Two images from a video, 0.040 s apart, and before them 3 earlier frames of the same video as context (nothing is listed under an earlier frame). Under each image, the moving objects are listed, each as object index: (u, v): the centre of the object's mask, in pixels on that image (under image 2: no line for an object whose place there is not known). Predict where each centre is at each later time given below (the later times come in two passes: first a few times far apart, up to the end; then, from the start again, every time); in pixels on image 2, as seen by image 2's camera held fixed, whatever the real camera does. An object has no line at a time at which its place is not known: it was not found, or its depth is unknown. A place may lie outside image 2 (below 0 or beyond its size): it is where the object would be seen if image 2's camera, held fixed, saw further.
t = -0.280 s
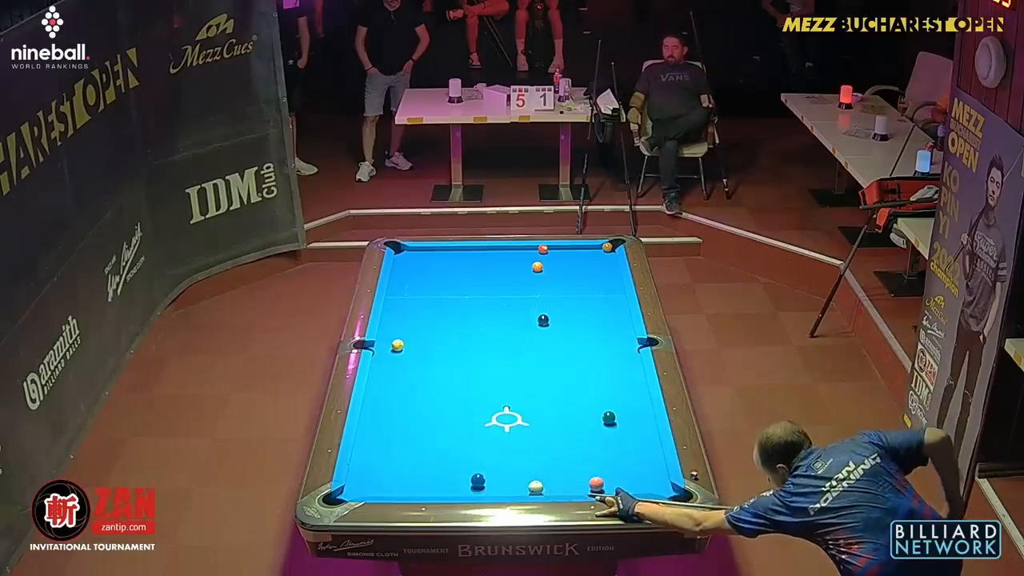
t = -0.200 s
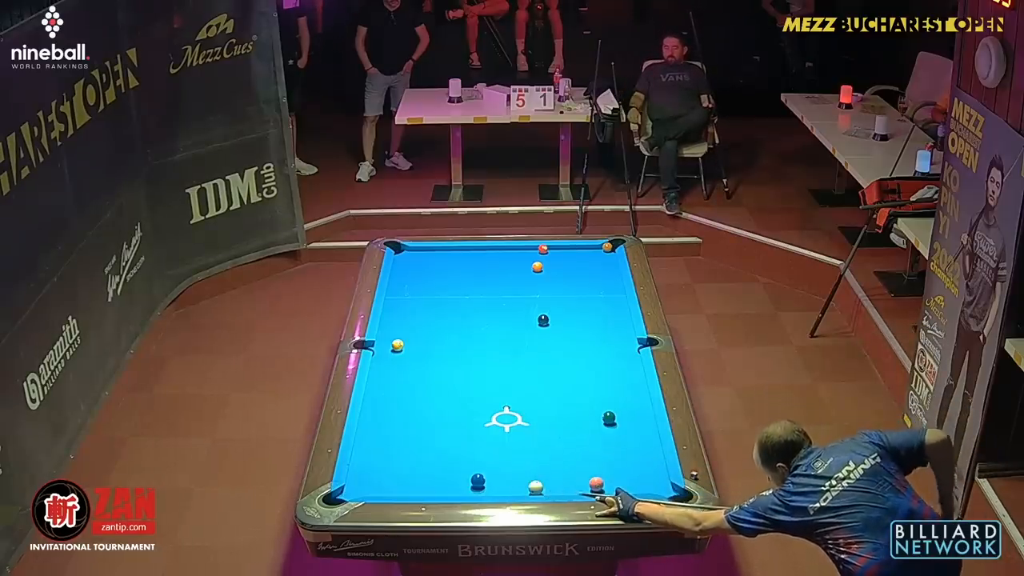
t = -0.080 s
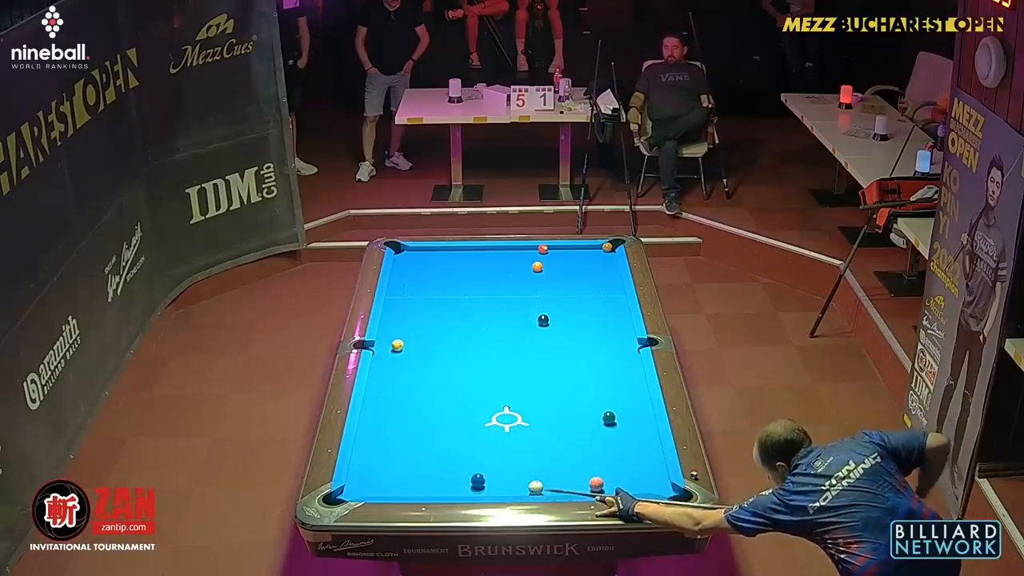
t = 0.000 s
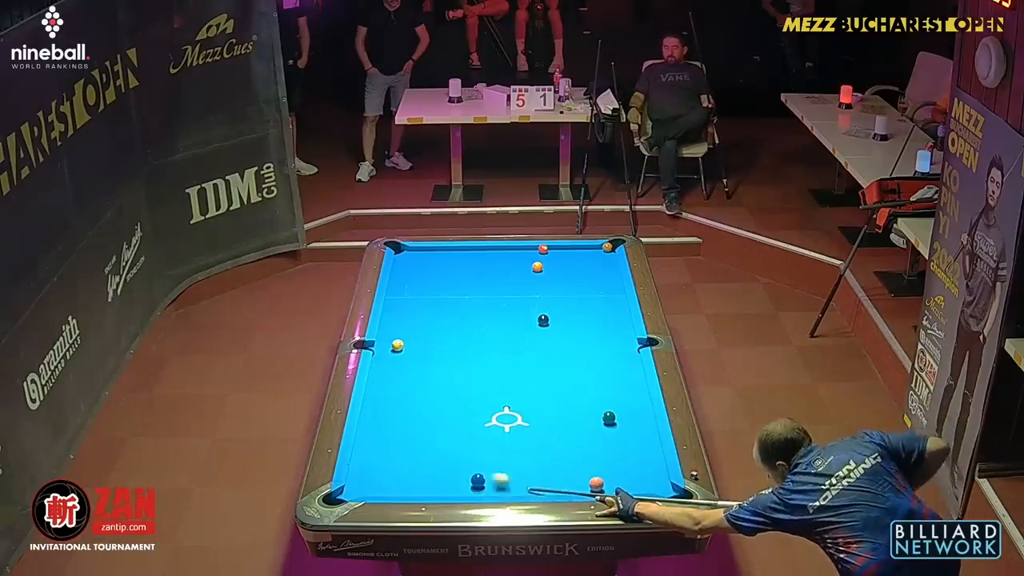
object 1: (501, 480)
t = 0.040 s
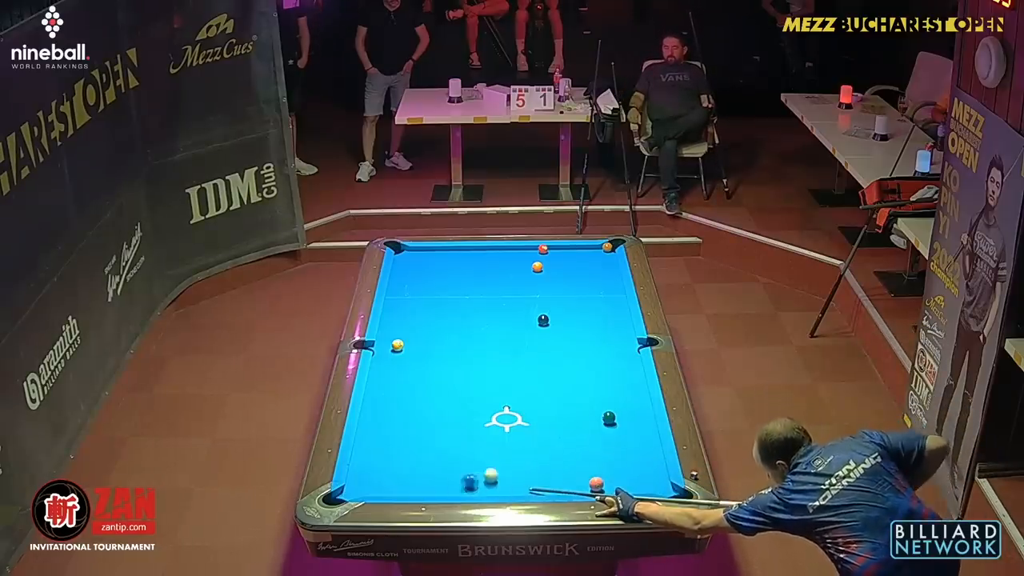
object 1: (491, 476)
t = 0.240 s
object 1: (485, 455)
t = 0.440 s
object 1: (481, 439)
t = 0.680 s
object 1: (477, 419)
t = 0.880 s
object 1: (474, 405)
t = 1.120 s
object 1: (470, 389)
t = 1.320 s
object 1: (467, 377)
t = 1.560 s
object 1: (464, 363)
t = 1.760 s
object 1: (462, 353)
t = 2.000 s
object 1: (460, 341)
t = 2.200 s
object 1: (458, 331)
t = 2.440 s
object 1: (456, 321)
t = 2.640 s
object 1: (454, 313)
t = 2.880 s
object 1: (453, 304)
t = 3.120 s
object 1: (451, 296)
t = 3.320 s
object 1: (449, 290)
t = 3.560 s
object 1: (448, 282)
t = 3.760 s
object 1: (446, 277)
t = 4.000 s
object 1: (445, 271)
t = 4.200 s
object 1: (444, 266)
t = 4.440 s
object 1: (443, 261)
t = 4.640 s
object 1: (442, 257)
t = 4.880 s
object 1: (441, 252)
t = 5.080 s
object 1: (440, 249)
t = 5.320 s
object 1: (440, 251)
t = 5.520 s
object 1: (440, 253)
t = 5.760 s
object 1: (439, 255)
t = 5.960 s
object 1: (439, 256)
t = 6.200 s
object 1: (438, 257)
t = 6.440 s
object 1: (438, 258)
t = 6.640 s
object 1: (438, 259)
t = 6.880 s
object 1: (438, 259)
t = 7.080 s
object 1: (437, 259)
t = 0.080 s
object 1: (489, 471)
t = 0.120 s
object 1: (487, 467)
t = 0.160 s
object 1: (486, 462)
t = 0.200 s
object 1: (485, 459)
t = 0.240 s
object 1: (485, 455)
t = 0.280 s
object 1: (484, 452)
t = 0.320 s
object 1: (483, 448)
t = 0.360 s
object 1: (482, 445)
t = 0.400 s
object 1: (482, 442)
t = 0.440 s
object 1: (481, 439)
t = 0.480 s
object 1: (480, 435)
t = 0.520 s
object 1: (479, 432)
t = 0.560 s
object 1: (479, 429)
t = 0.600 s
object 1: (478, 426)
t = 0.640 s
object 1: (478, 423)
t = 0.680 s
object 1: (477, 419)
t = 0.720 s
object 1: (476, 417)
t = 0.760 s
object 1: (476, 414)
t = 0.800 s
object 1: (475, 411)
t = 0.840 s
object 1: (474, 408)
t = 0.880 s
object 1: (474, 405)
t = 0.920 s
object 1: (473, 403)
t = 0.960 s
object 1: (473, 400)
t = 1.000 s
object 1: (472, 397)
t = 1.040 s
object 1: (471, 395)
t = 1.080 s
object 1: (471, 392)
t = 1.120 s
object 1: (470, 389)
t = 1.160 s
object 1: (469, 387)
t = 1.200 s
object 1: (469, 385)
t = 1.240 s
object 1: (468, 382)
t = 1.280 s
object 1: (468, 380)
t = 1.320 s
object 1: (467, 377)
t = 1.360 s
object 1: (467, 375)
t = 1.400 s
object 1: (466, 372)
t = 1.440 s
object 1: (466, 370)
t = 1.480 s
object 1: (465, 368)
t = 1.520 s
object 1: (465, 366)
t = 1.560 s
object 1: (464, 363)
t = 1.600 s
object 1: (464, 361)
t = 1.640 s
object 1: (463, 359)
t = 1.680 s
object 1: (463, 357)
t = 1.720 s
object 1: (463, 355)
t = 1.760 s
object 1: (462, 353)
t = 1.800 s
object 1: (462, 351)
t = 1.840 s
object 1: (461, 349)
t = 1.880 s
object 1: (461, 347)
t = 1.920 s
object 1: (461, 344)
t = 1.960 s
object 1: (460, 343)
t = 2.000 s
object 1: (460, 341)
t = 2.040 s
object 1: (459, 339)
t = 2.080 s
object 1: (459, 337)
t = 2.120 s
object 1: (459, 335)
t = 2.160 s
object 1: (458, 333)
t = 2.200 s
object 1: (458, 331)
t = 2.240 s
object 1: (458, 330)
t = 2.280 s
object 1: (457, 328)
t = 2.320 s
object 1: (457, 326)
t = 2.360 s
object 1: (457, 325)
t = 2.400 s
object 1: (456, 323)
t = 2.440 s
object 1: (456, 321)
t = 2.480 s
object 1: (455, 319)
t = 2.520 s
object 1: (454, 315)
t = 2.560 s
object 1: (455, 312)
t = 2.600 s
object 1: (455, 313)
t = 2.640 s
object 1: (454, 313)
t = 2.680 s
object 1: (454, 311)
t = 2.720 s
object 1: (453, 310)
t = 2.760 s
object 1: (453, 308)
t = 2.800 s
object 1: (453, 307)
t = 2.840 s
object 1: (453, 306)
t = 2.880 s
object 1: (453, 304)
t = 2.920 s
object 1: (452, 303)
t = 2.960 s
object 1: (452, 301)
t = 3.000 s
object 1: (451, 300)
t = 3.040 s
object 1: (451, 299)
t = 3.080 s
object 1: (451, 297)
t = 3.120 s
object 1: (451, 296)
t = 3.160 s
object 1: (450, 295)
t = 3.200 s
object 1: (450, 293)
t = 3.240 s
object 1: (450, 292)
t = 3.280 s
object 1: (450, 291)
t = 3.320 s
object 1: (449, 290)
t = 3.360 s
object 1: (449, 288)
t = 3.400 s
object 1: (449, 287)
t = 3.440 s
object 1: (448, 286)
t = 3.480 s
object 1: (448, 285)
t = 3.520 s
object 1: (448, 283)
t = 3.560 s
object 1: (448, 282)
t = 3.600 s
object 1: (447, 281)
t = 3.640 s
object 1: (447, 280)
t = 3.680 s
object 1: (447, 279)
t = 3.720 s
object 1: (447, 278)
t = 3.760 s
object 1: (446, 277)
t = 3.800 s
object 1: (446, 276)
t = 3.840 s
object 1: (446, 275)
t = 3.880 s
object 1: (446, 274)
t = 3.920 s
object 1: (445, 273)
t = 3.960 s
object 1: (445, 272)
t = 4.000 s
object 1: (445, 271)
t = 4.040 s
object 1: (445, 270)
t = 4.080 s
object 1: (445, 269)
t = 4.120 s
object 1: (444, 268)
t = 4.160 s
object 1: (444, 267)
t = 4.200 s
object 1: (444, 266)
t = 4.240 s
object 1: (444, 265)
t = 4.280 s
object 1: (444, 264)
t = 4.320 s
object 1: (443, 263)
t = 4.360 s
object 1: (443, 262)
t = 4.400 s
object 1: (443, 262)
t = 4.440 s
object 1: (443, 261)
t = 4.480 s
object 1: (442, 260)
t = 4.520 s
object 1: (442, 259)
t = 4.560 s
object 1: (442, 258)
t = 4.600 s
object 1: (442, 257)
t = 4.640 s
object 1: (442, 257)
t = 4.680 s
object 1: (442, 256)
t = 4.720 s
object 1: (441, 255)
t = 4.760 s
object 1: (441, 254)
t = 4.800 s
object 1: (441, 254)
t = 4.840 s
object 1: (441, 253)
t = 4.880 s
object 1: (441, 252)
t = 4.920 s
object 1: (441, 251)
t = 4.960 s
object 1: (441, 251)
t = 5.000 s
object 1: (441, 250)
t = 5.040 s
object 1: (440, 249)
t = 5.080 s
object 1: (440, 249)
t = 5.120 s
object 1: (440, 250)
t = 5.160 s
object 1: (440, 250)
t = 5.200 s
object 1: (440, 250)
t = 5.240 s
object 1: (440, 251)
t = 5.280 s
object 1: (440, 251)
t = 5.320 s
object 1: (440, 251)
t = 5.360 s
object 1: (440, 252)
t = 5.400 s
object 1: (440, 252)
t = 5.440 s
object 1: (440, 252)
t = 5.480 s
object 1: (440, 253)
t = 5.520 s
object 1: (440, 253)
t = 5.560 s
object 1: (440, 253)
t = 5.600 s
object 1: (440, 254)
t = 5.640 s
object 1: (439, 254)
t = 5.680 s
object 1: (439, 254)
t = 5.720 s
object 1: (439, 255)
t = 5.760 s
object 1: (439, 255)
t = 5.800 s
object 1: (439, 255)
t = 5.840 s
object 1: (439, 255)
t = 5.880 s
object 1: (439, 255)
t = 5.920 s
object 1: (439, 256)
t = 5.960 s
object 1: (439, 256)
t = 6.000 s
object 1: (439, 256)
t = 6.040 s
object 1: (439, 256)
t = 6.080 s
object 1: (438, 256)
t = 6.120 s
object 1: (438, 257)
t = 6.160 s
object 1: (438, 257)
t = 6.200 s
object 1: (438, 257)
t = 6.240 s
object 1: (438, 257)
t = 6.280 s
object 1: (438, 258)
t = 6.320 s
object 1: (438, 258)
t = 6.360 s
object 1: (438, 258)
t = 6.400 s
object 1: (438, 258)
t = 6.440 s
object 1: (438, 258)
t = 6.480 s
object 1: (438, 258)
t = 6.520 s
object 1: (438, 258)
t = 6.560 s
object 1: (438, 258)
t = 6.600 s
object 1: (438, 259)
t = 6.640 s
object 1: (438, 259)
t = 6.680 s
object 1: (438, 259)
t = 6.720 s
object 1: (438, 259)
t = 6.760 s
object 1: (438, 259)
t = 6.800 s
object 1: (438, 259)
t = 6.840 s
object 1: (438, 259)
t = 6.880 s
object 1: (438, 259)
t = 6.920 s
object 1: (438, 259)
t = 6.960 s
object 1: (438, 259)
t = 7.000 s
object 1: (438, 259)
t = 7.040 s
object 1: (438, 259)
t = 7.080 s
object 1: (437, 259)
